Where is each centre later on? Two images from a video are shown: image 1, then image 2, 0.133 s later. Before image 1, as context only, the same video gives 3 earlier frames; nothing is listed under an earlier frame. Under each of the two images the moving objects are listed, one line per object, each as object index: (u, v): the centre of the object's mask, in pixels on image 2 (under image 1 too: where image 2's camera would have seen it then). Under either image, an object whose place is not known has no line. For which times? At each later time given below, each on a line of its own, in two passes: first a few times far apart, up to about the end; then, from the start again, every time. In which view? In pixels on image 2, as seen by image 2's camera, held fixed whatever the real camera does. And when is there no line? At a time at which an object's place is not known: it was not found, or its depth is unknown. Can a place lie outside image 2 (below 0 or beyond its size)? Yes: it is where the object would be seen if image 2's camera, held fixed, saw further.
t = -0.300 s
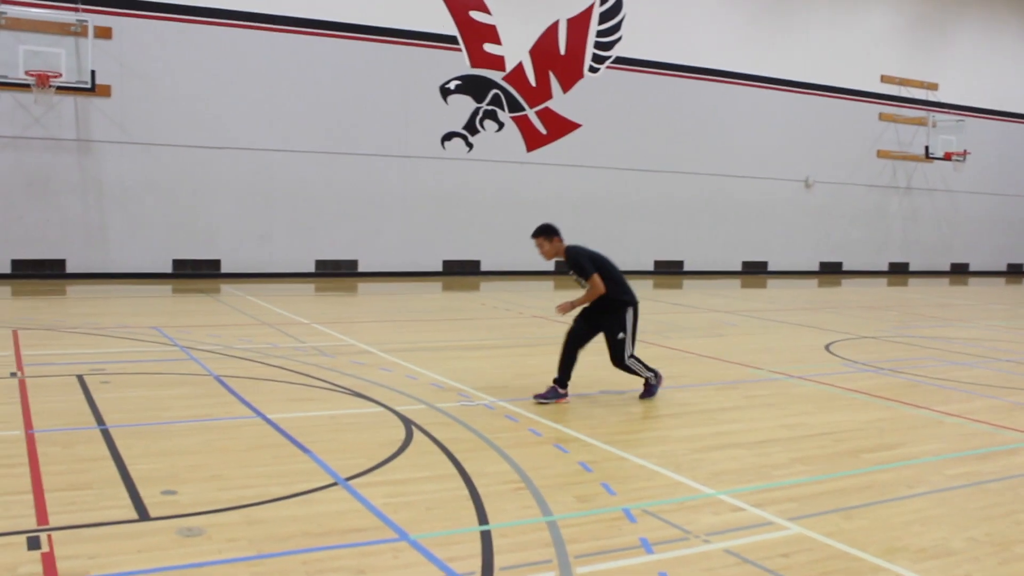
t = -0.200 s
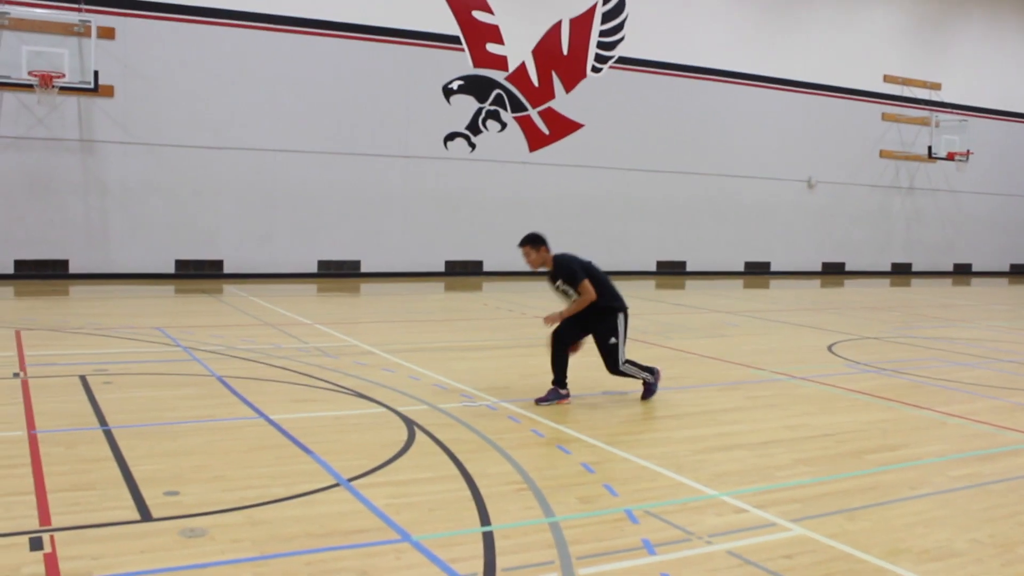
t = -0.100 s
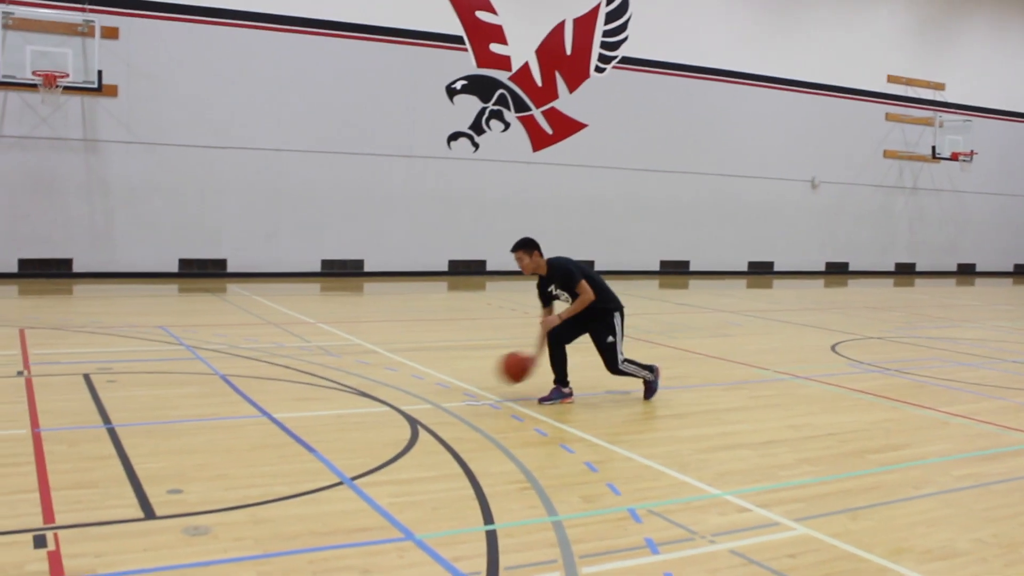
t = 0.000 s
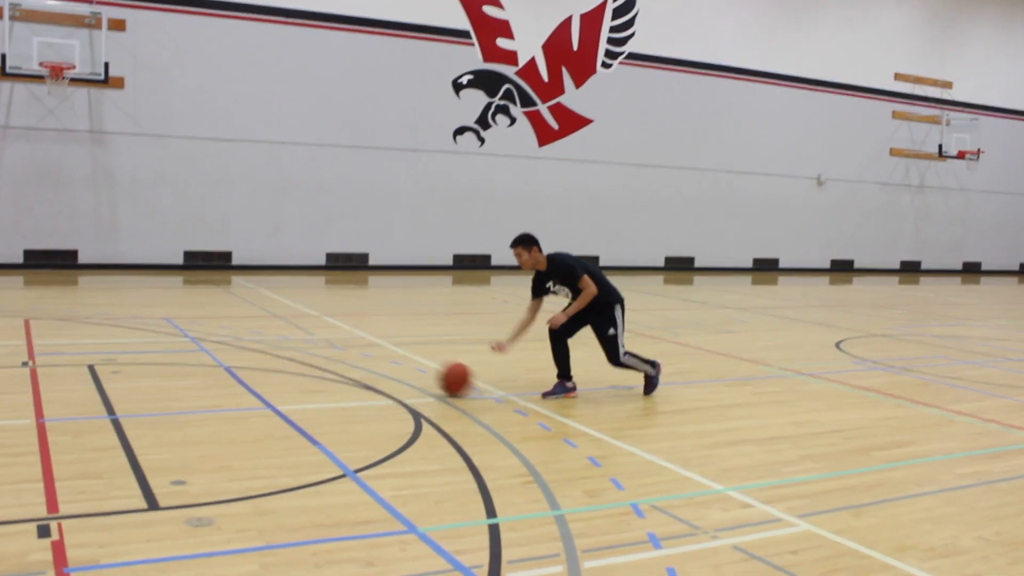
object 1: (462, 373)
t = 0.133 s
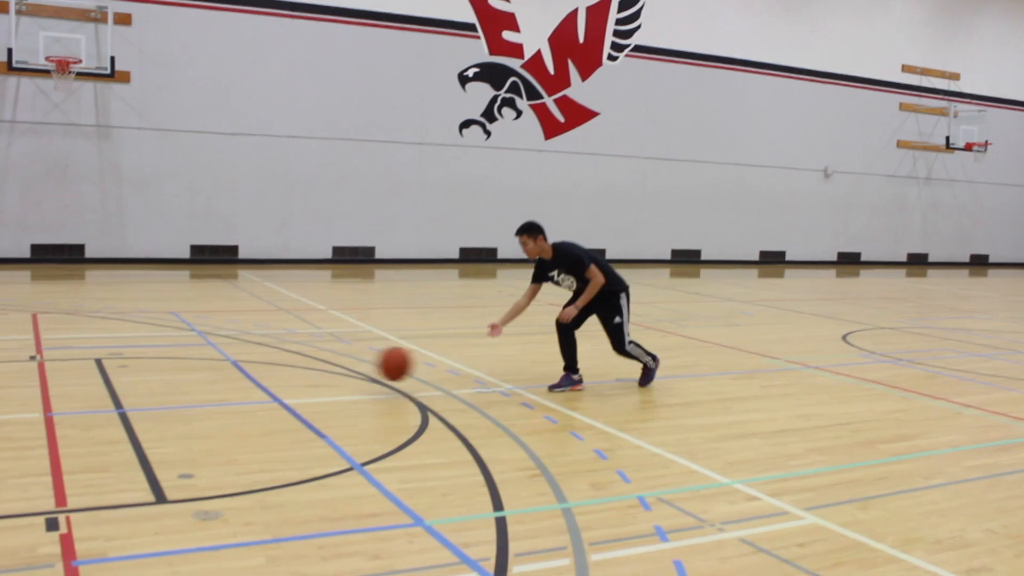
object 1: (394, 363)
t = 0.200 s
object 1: (360, 368)
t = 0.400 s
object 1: (245, 375)
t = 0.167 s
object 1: (377, 365)
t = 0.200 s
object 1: (360, 368)
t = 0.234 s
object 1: (340, 374)
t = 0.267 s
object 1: (322, 381)
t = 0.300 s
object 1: (303, 378)
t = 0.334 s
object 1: (284, 375)
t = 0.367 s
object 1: (266, 374)
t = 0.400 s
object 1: (245, 375)
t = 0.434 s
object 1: (225, 377)
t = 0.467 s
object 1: (205, 381)
